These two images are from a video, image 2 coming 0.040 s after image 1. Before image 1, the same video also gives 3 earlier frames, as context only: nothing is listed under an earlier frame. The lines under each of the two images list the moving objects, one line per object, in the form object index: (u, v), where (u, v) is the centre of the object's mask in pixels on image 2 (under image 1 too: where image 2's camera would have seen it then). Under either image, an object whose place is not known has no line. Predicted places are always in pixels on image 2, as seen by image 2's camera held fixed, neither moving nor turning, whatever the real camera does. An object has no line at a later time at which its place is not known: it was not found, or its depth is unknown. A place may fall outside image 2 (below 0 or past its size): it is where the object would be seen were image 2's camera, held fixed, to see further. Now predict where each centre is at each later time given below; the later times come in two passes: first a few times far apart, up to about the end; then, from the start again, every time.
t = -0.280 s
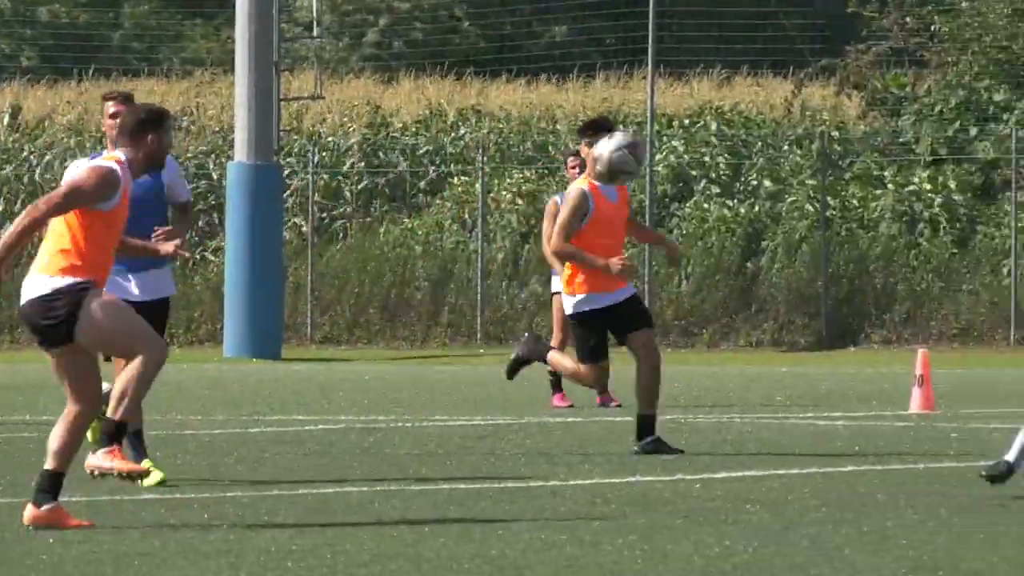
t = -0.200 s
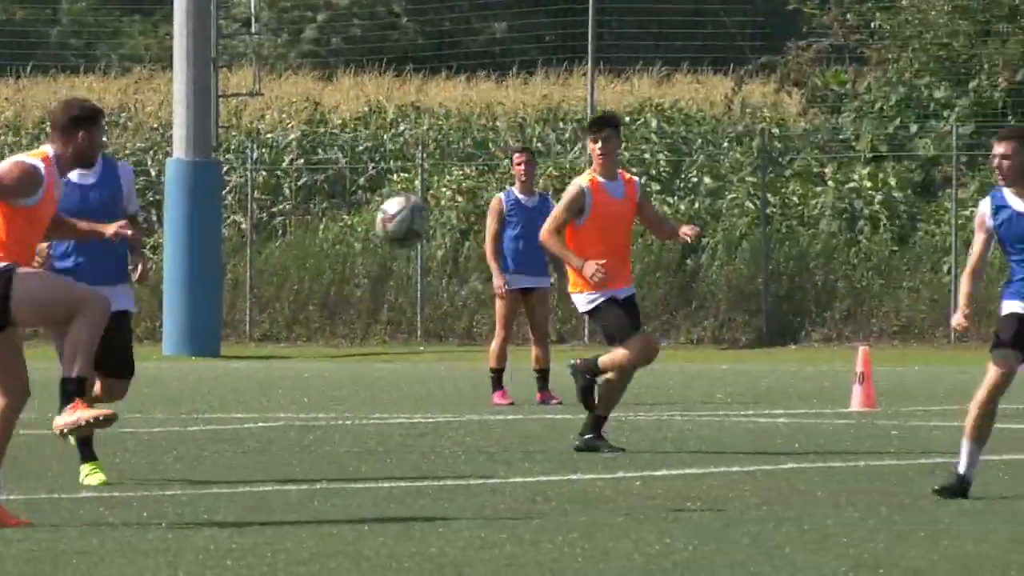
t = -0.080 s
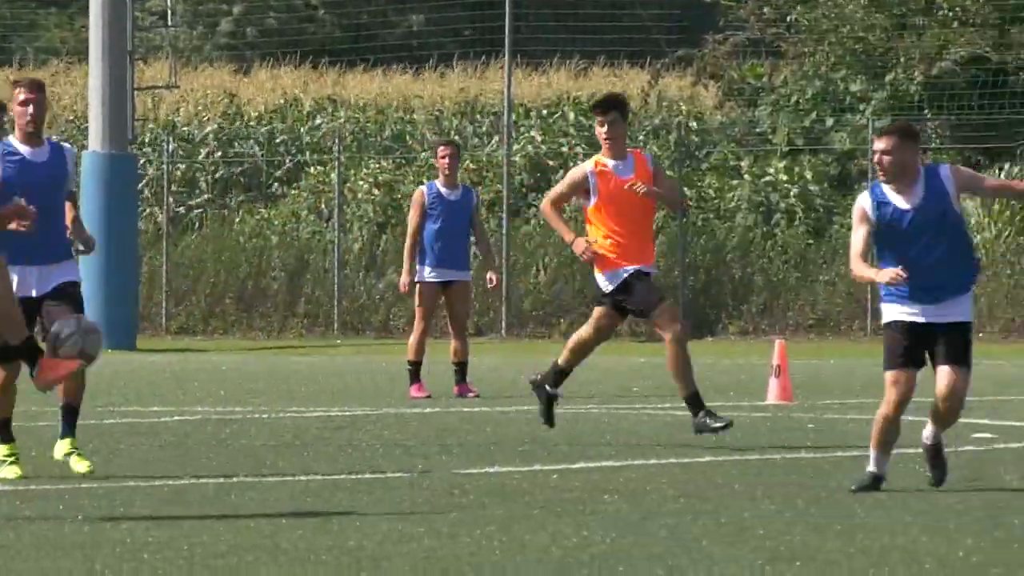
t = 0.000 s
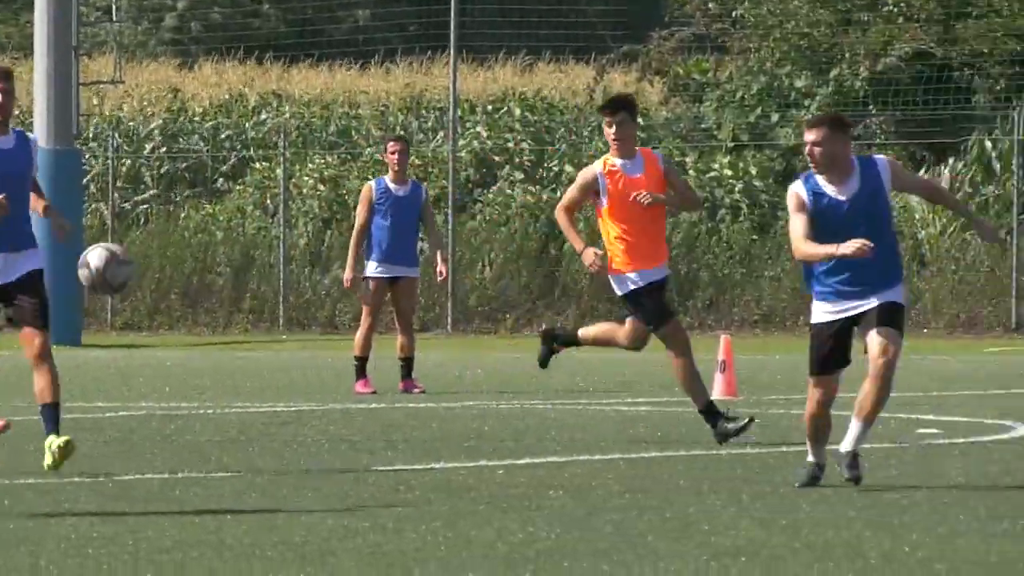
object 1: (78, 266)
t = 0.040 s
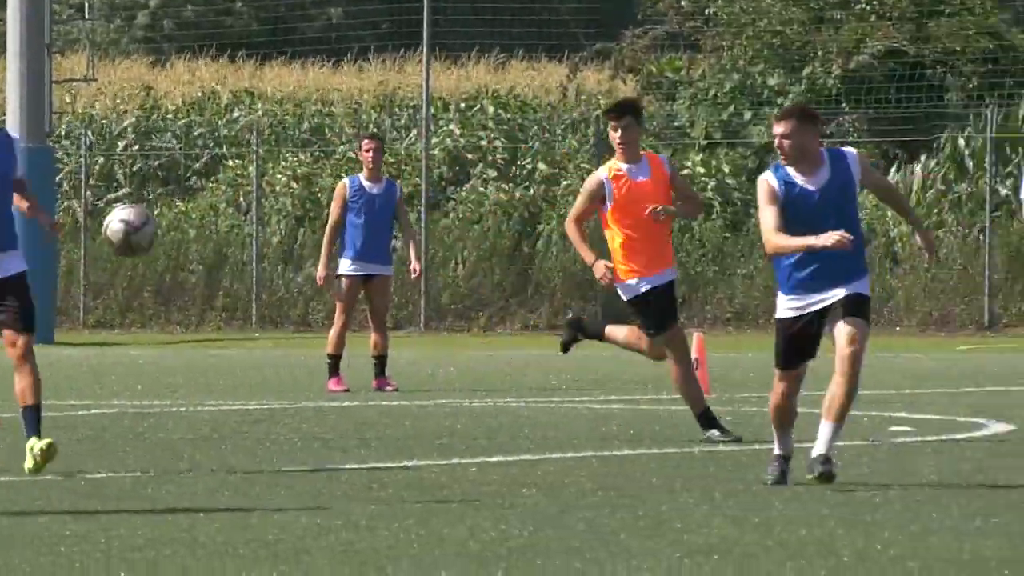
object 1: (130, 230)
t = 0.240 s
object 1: (379, 109)
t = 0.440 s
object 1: (616, 83)
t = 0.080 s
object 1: (181, 198)
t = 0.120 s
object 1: (233, 170)
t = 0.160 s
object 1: (282, 145)
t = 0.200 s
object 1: (329, 125)
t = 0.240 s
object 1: (379, 109)
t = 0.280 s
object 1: (428, 95)
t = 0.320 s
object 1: (476, 86)
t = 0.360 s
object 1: (522, 82)
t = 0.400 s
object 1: (570, 80)
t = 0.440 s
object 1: (616, 83)
